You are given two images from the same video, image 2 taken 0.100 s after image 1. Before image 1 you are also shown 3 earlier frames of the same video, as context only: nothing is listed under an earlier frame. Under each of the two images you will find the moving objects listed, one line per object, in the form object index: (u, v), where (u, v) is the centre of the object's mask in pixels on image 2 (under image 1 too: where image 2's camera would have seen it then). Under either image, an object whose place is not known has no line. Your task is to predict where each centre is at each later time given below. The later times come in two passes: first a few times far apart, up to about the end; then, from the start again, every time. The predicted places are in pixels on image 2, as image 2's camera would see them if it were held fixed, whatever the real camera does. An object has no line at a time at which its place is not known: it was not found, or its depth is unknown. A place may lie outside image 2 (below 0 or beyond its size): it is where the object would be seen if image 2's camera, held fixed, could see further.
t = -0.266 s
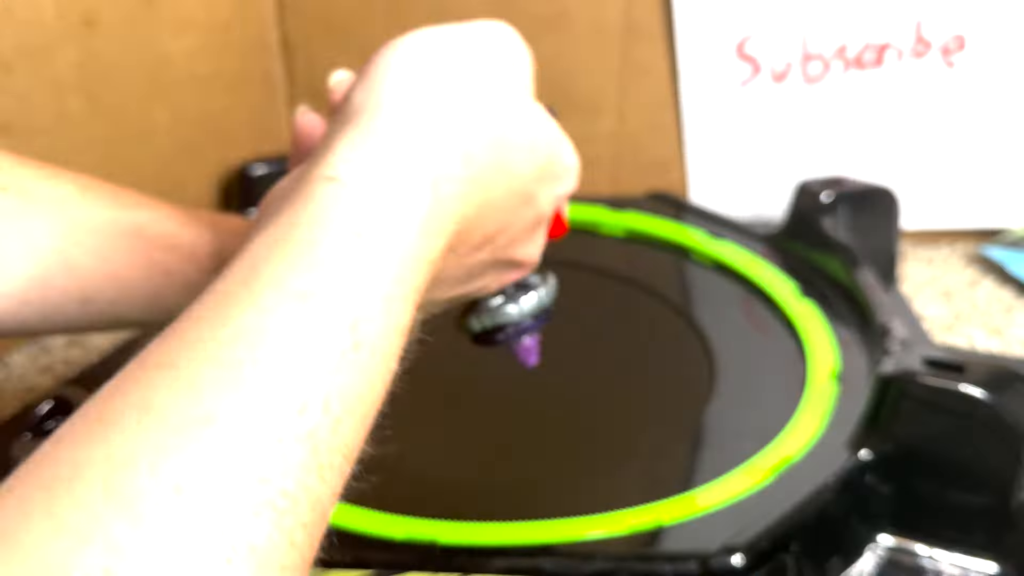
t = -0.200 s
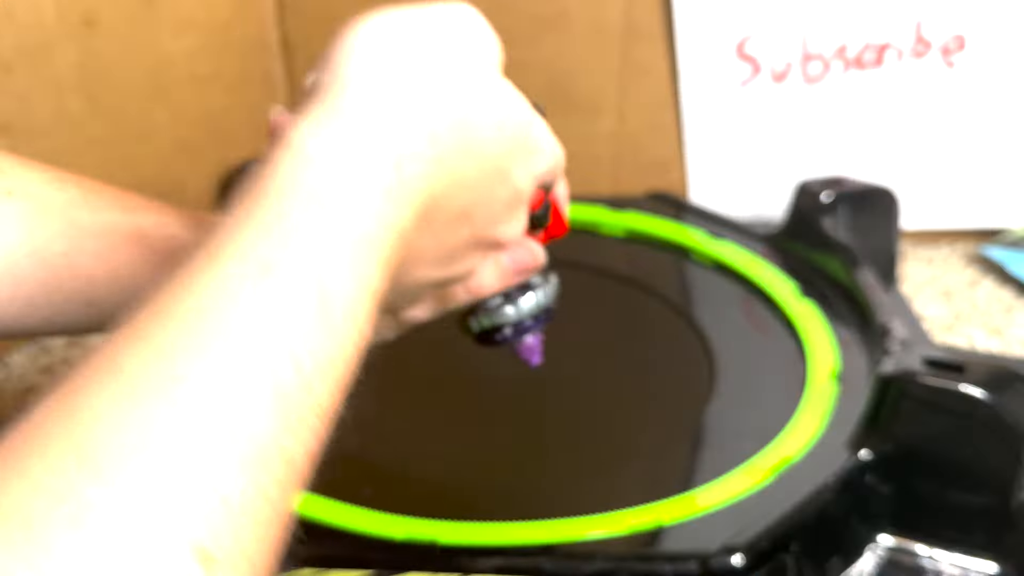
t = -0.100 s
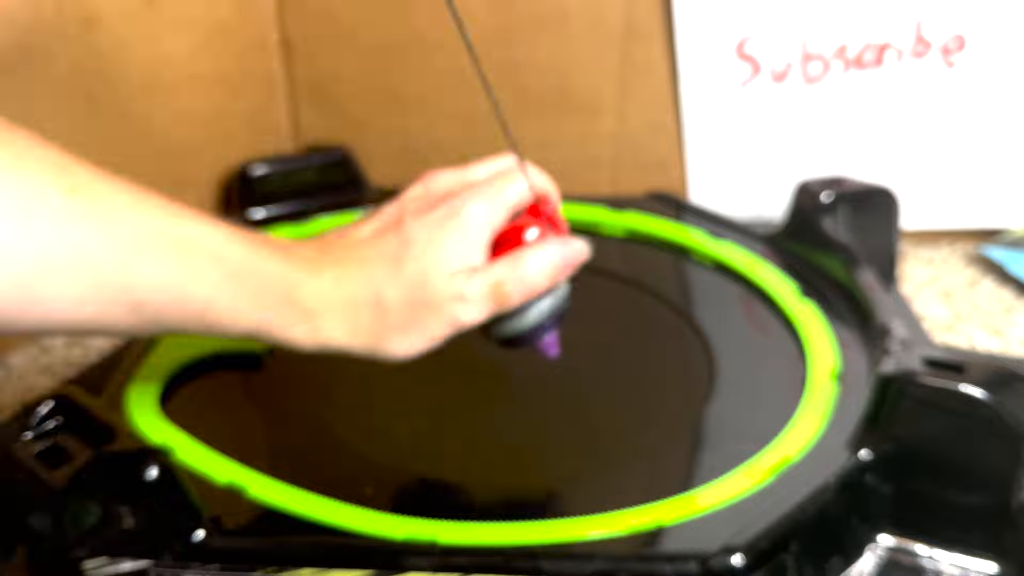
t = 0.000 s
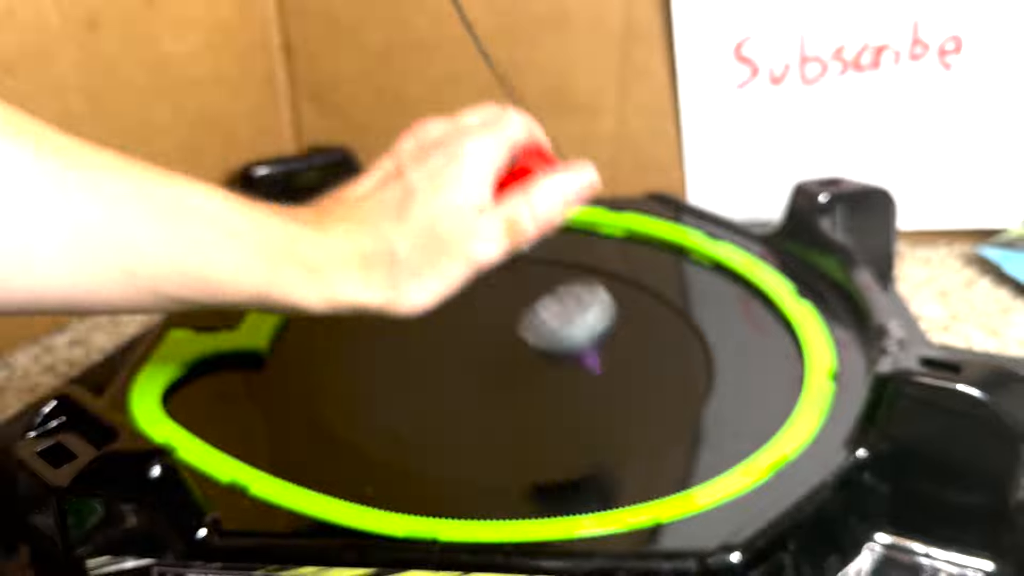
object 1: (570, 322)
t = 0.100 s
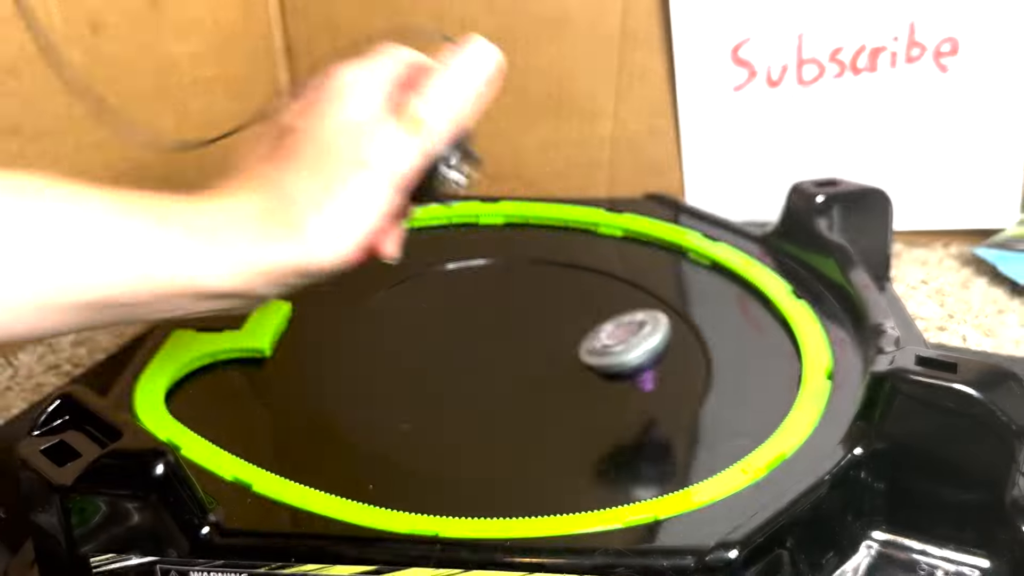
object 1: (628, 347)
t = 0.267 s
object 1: (634, 352)
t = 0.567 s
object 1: (439, 354)
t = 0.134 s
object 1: (640, 358)
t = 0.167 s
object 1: (644, 352)
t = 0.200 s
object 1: (646, 354)
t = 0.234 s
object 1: (642, 353)
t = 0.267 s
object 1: (634, 352)
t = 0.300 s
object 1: (621, 352)
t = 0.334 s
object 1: (605, 353)
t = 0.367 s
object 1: (586, 354)
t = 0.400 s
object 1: (564, 355)
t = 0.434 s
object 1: (540, 355)
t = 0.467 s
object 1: (514, 356)
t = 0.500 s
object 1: (489, 356)
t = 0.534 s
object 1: (464, 355)
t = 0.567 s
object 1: (439, 354)
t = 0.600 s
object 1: (416, 353)
